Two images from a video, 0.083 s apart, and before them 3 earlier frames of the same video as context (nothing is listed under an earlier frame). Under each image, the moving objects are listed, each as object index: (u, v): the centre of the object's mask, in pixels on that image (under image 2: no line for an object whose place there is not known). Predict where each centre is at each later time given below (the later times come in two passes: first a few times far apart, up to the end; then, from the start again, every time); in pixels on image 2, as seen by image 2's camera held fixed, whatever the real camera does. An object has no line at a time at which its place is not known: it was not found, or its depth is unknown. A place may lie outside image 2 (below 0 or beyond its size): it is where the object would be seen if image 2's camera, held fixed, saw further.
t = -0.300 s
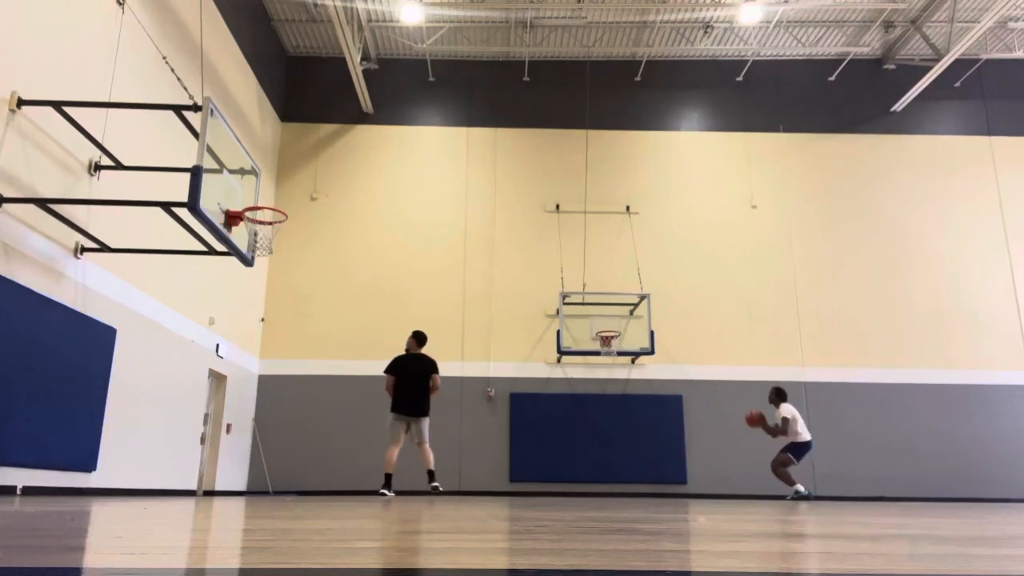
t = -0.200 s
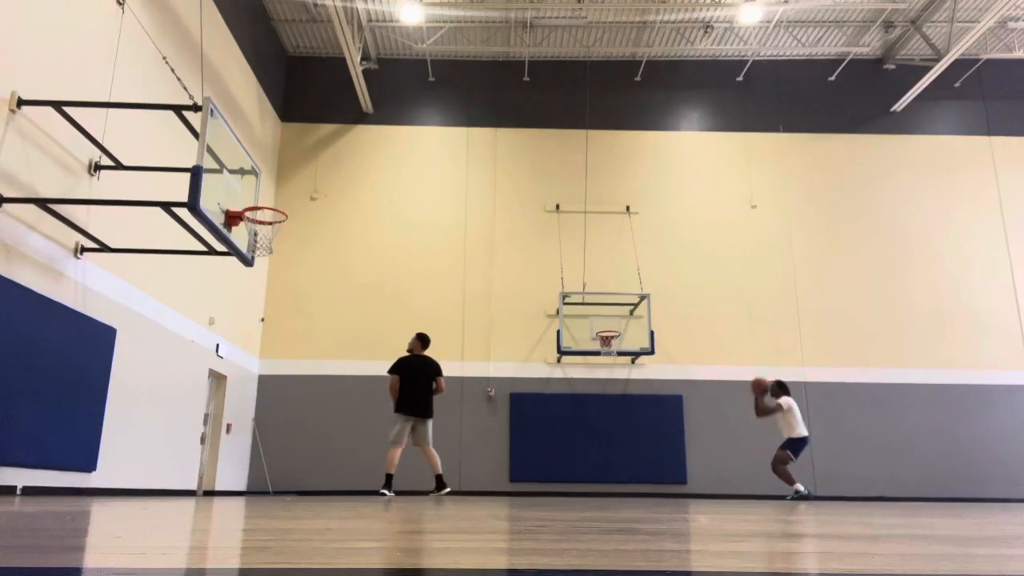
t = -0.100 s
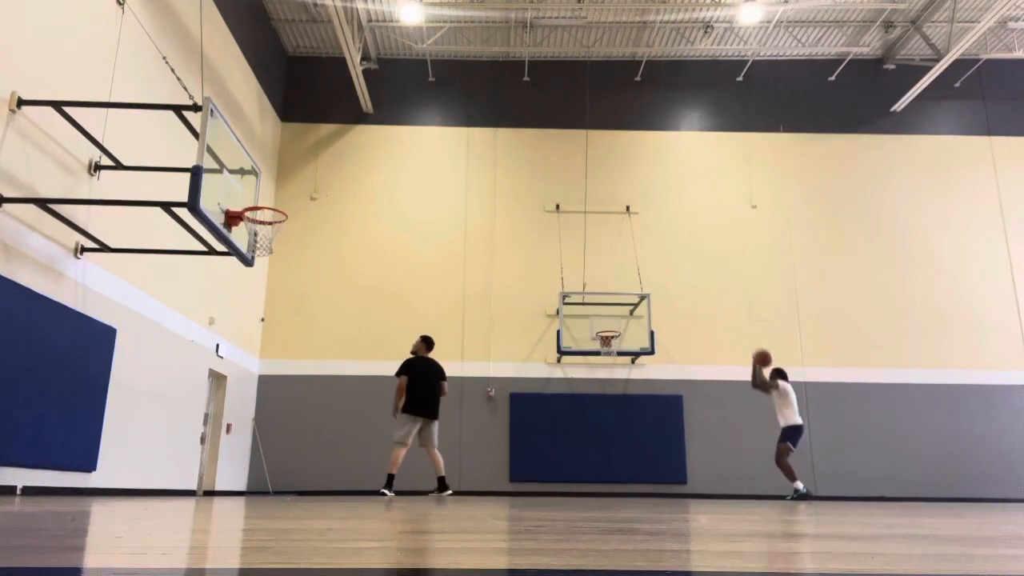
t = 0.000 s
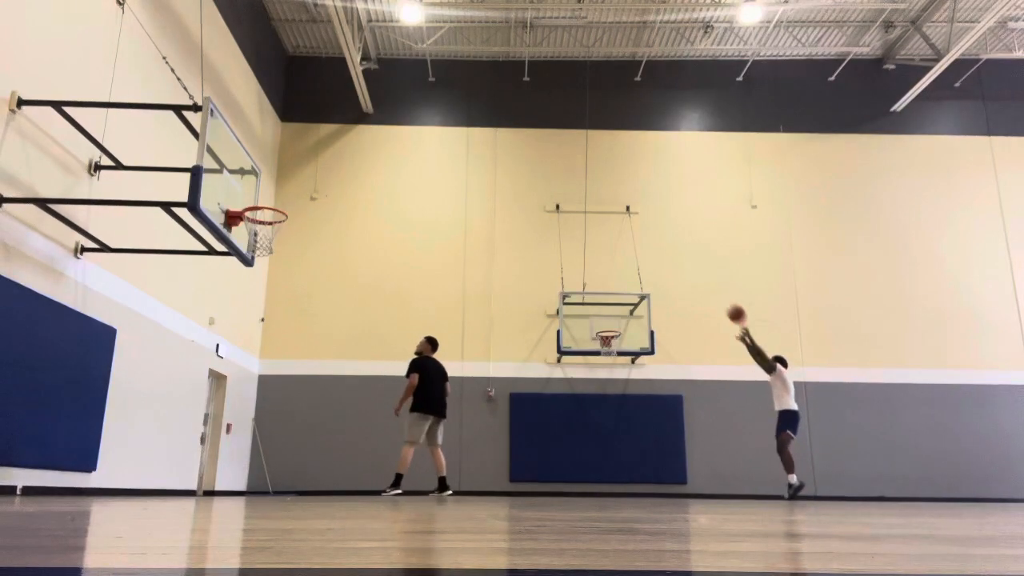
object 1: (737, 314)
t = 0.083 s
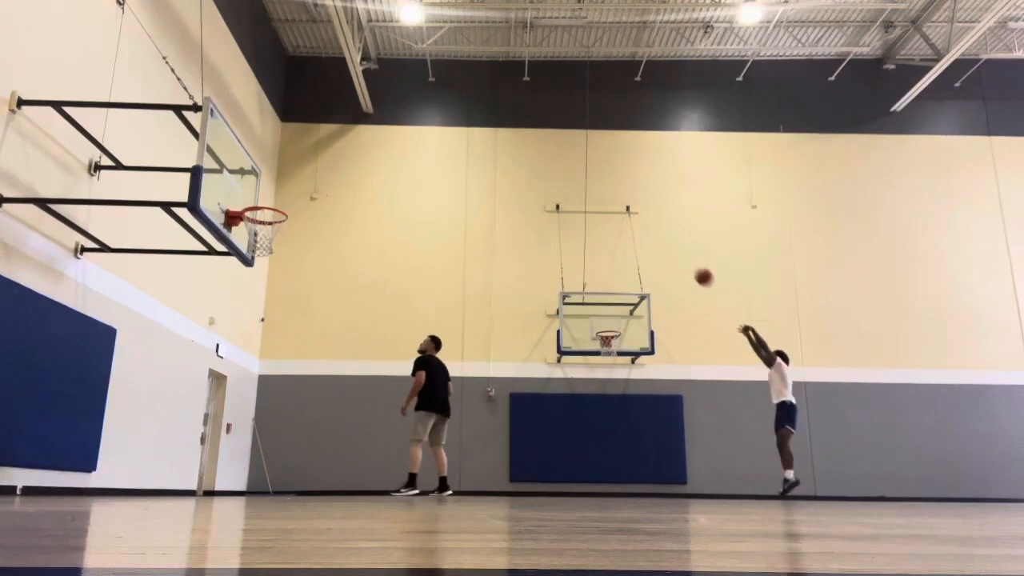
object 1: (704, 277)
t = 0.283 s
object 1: (627, 208)
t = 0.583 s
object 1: (511, 153)
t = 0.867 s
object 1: (393, 158)
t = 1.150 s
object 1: (268, 216)
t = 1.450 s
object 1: (276, 296)
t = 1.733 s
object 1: (294, 439)
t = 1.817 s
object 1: (299, 480)
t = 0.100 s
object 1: (697, 270)
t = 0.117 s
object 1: (691, 263)
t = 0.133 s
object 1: (684, 257)
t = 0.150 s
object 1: (678, 251)
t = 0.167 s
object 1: (671, 245)
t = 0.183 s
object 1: (665, 239)
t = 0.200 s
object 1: (658, 233)
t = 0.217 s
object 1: (652, 228)
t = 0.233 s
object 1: (645, 222)
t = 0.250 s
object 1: (639, 217)
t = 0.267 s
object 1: (633, 212)
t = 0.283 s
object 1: (627, 208)
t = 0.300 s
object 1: (621, 203)
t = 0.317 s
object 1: (613, 198)
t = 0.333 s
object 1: (607, 194)
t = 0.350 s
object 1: (601, 190)
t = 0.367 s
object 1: (595, 186)
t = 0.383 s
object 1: (588, 182)
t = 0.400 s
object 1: (582, 179)
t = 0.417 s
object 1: (575, 176)
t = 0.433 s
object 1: (569, 173)
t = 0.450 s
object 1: (563, 170)
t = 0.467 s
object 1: (557, 167)
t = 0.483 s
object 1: (550, 164)
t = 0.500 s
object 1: (543, 162)
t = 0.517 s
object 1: (538, 160)
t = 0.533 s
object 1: (531, 158)
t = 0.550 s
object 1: (525, 156)
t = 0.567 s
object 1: (518, 155)
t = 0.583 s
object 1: (511, 153)
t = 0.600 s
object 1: (504, 152)
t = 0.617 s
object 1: (498, 151)
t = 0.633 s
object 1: (491, 150)
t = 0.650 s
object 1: (484, 150)
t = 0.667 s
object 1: (478, 149)
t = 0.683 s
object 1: (471, 149)
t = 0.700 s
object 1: (464, 149)
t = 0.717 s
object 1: (457, 149)
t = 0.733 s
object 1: (450, 149)
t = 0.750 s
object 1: (443, 149)
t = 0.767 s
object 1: (436, 150)
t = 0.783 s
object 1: (429, 151)
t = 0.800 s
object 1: (422, 152)
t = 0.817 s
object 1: (415, 153)
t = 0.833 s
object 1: (408, 154)
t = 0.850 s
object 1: (400, 156)
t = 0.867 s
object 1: (393, 158)
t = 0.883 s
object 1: (386, 160)
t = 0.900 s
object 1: (379, 162)
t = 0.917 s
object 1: (371, 165)
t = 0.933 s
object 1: (363, 167)
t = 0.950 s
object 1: (356, 170)
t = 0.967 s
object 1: (348, 173)
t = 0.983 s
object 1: (340, 177)
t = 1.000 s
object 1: (333, 180)
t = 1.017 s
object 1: (325, 184)
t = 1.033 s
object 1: (317, 188)
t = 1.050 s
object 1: (309, 193)
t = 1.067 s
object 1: (301, 197)
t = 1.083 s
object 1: (293, 202)
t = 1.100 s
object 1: (285, 207)
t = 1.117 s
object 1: (277, 212)
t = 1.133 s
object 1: (271, 214)
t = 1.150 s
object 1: (268, 216)
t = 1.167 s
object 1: (253, 218)
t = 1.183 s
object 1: (252, 220)
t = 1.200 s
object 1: (253, 227)
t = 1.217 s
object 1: (254, 230)
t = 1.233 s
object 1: (257, 235)
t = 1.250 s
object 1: (259, 239)
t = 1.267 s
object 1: (260, 242)
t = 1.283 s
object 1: (263, 245)
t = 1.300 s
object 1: (265, 251)
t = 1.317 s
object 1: (266, 254)
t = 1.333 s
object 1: (268, 259)
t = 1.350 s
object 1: (269, 263)
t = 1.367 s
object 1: (270, 268)
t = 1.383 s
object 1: (272, 273)
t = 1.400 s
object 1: (273, 278)
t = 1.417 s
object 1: (274, 284)
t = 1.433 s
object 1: (275, 290)
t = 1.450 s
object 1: (276, 296)
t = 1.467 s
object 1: (277, 302)
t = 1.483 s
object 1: (278, 308)
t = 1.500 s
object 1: (280, 315)
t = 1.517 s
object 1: (281, 322)
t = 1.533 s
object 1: (282, 330)
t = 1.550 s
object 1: (283, 337)
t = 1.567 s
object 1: (284, 345)
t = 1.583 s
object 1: (285, 353)
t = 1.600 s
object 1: (286, 361)
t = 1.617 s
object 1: (287, 370)
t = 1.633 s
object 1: (288, 379)
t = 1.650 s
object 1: (289, 390)
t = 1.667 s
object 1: (290, 399)
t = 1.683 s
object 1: (291, 409)
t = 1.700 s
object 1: (292, 419)
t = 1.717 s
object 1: (293, 429)
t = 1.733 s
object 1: (294, 439)
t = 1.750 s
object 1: (294, 451)
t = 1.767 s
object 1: (295, 462)
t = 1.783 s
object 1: (295, 474)
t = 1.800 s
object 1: (296, 485)
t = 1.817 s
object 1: (299, 480)
